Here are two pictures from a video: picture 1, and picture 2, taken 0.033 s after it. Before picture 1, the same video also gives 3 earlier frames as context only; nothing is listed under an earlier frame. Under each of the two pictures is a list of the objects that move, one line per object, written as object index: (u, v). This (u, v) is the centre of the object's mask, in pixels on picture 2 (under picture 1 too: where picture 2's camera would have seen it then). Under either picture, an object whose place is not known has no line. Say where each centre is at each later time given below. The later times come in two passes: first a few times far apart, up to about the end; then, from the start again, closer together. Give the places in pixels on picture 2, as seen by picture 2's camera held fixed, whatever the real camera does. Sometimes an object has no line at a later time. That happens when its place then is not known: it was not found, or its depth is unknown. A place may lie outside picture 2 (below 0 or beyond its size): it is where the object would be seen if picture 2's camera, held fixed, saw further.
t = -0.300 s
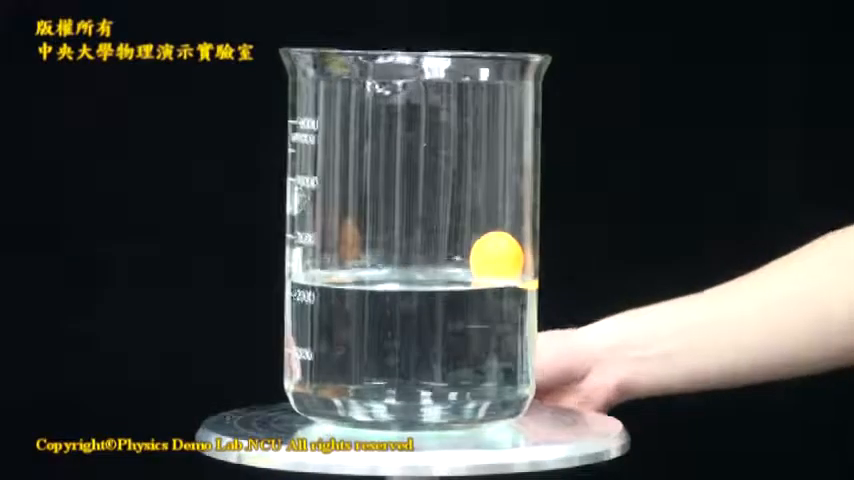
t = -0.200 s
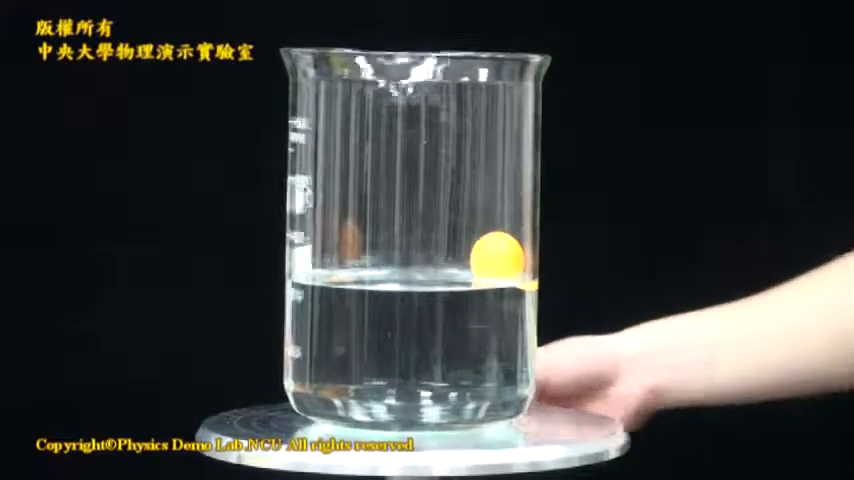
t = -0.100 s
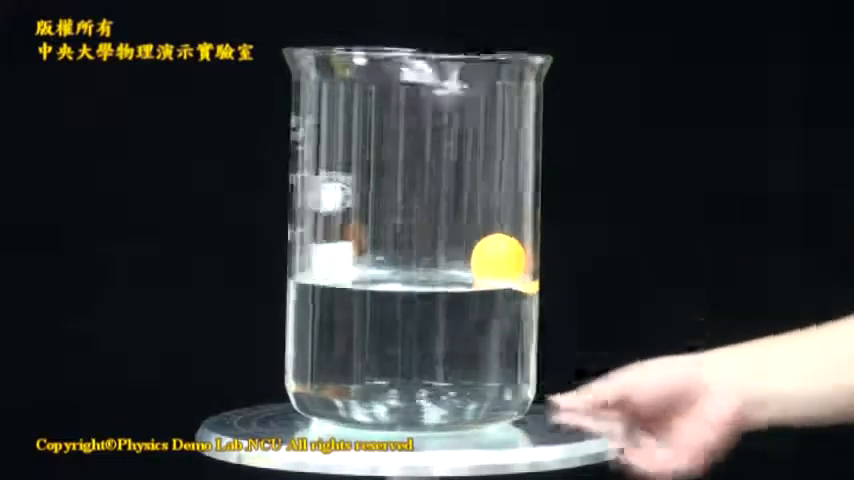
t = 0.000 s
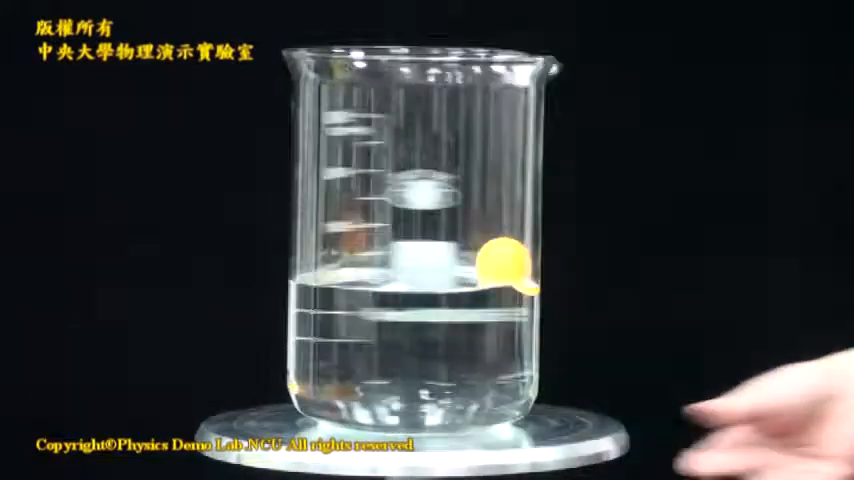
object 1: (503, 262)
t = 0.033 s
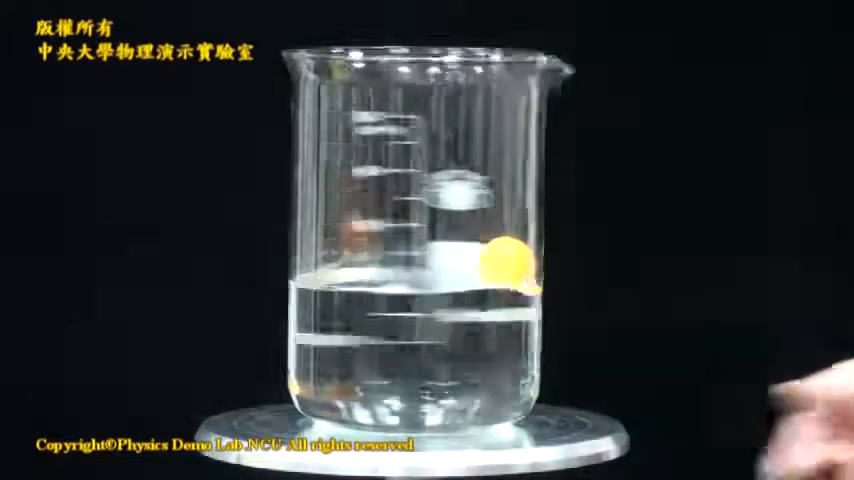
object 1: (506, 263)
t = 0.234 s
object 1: (494, 254)
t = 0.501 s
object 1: (474, 266)
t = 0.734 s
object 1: (467, 265)
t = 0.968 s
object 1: (444, 260)
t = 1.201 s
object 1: (408, 268)
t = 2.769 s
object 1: (358, 251)
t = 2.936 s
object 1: (381, 252)
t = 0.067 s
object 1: (509, 262)
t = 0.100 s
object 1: (508, 260)
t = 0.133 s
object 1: (507, 257)
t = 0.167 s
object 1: (504, 256)
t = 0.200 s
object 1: (501, 257)
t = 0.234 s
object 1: (494, 254)
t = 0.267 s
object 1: (495, 251)
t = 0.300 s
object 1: (494, 259)
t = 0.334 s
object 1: (487, 264)
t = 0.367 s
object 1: (484, 263)
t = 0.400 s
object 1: (481, 265)
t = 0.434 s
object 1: (478, 266)
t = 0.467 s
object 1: (475, 266)
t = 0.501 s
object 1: (474, 266)
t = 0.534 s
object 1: (472, 266)
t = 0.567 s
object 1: (471, 266)
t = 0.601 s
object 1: (470, 267)
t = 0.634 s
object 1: (470, 267)
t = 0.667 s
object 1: (469, 266)
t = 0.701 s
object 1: (469, 265)
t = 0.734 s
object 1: (467, 265)
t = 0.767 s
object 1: (465, 265)
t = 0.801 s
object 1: (463, 266)
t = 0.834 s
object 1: (462, 268)
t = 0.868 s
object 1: (461, 268)
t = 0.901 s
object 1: (458, 266)
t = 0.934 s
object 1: (452, 262)
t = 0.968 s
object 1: (444, 260)
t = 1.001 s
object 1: (431, 256)
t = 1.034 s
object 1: (429, 252)
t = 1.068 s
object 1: (429, 265)
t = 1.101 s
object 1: (419, 270)
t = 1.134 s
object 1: (416, 270)
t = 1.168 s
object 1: (413, 269)
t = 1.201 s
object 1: (408, 268)
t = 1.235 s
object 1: (402, 267)
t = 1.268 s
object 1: (397, 264)
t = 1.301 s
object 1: (391, 263)
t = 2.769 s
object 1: (358, 251)
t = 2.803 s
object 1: (362, 252)
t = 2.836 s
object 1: (365, 252)
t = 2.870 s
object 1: (370, 251)
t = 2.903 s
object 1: (376, 253)
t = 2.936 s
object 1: (381, 252)
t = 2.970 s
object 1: (387, 249)
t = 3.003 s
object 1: (392, 248)
